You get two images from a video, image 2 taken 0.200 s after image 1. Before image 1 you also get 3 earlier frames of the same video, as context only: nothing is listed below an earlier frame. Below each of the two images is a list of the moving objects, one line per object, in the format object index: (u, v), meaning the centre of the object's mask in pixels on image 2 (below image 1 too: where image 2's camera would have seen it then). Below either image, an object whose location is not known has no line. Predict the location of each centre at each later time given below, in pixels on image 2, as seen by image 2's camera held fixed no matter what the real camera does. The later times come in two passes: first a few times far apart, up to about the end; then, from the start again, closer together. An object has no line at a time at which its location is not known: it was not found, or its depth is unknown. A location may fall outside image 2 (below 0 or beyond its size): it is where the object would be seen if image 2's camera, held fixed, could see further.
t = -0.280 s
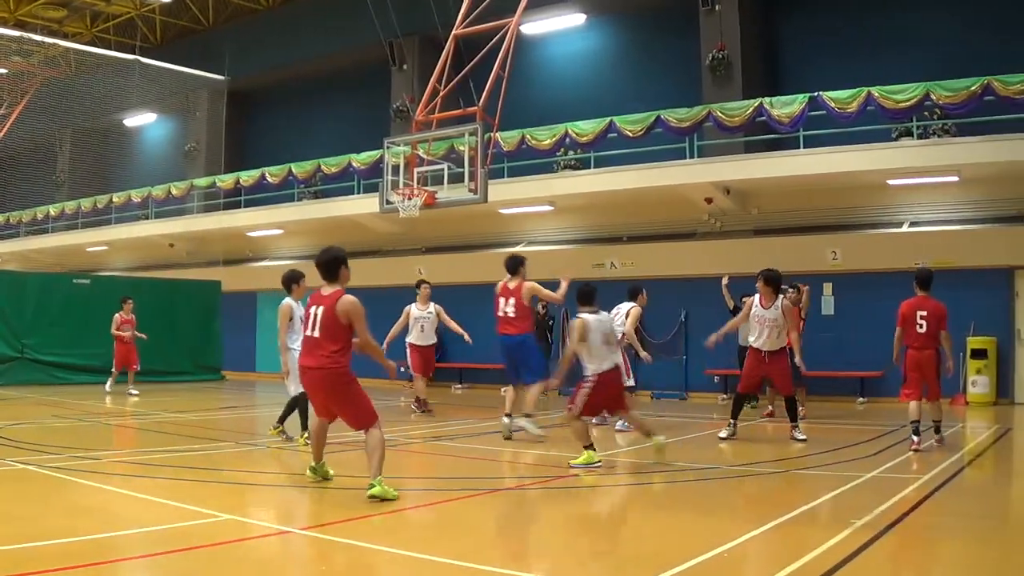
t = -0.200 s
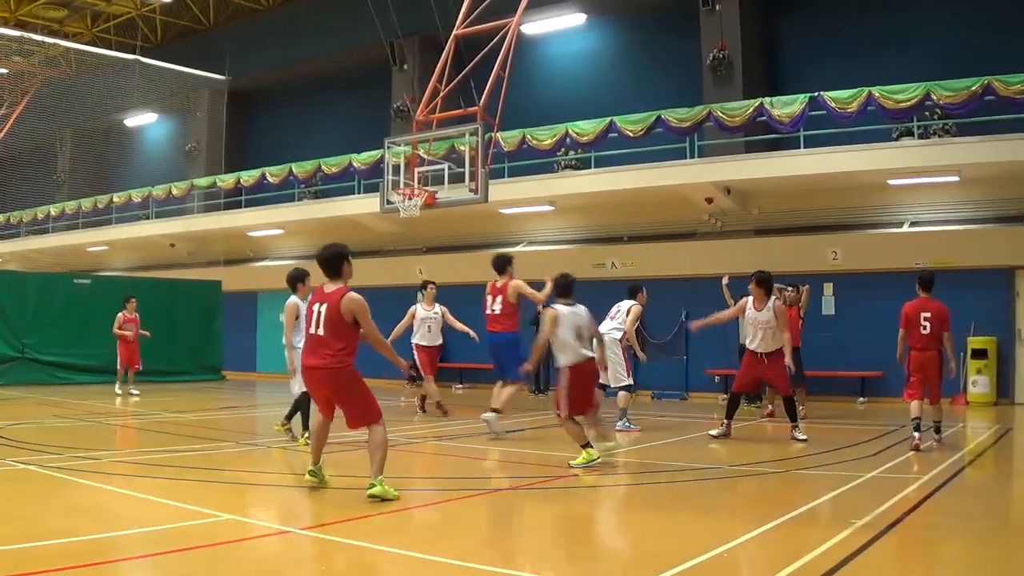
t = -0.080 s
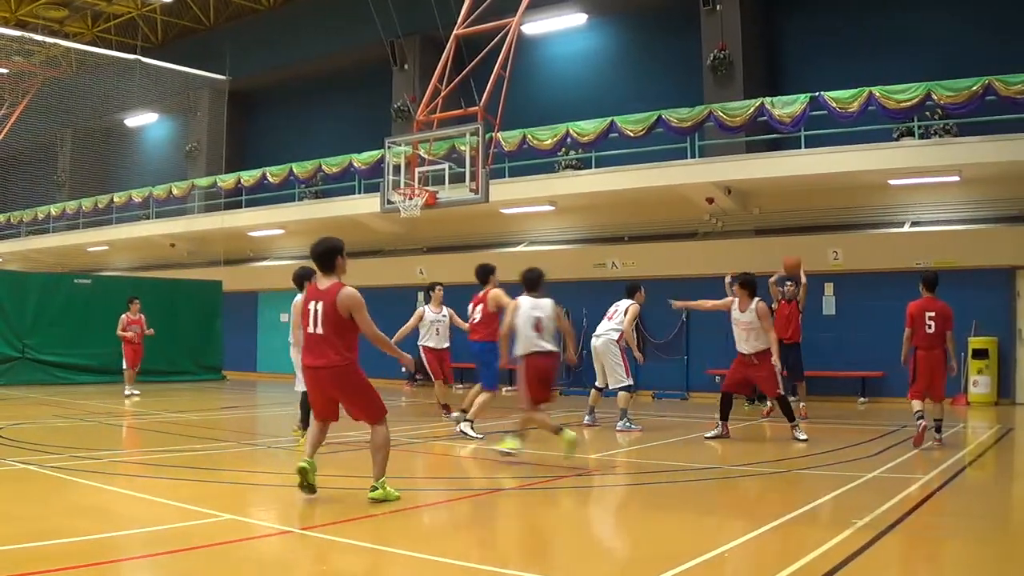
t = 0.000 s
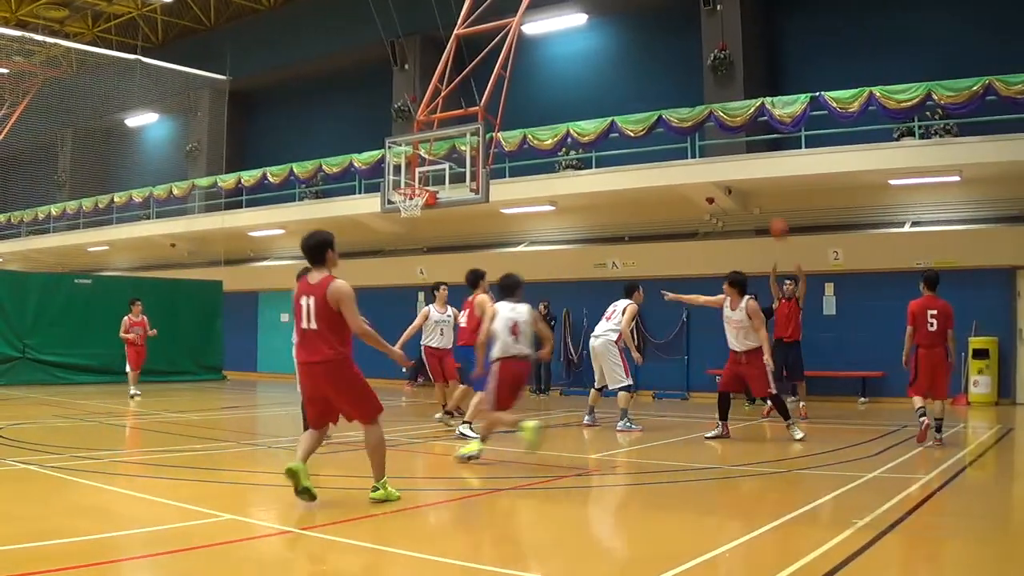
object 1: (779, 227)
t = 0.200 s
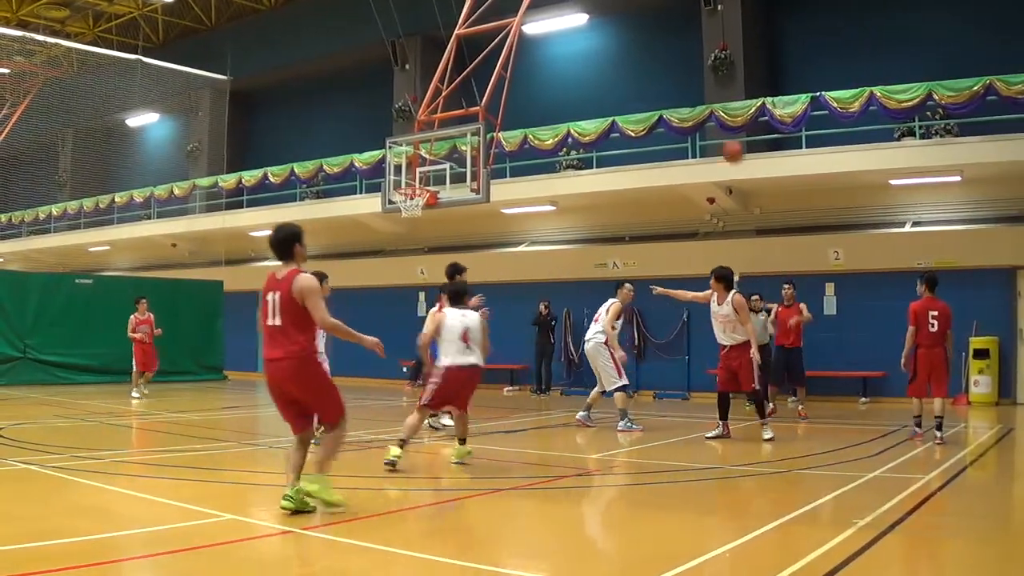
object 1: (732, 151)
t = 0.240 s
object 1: (720, 137)
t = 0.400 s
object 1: (670, 91)
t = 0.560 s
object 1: (604, 59)
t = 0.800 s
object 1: (460, 58)
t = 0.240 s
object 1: (720, 137)
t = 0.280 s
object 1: (709, 125)
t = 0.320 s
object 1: (697, 113)
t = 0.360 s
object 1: (684, 100)
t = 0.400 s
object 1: (670, 91)
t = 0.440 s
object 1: (655, 81)
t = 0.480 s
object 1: (639, 73)
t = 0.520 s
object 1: (622, 65)
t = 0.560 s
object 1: (604, 59)
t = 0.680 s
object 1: (542, 50)
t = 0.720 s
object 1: (518, 50)
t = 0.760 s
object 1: (486, 53)
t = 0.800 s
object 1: (460, 58)
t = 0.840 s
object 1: (427, 67)
